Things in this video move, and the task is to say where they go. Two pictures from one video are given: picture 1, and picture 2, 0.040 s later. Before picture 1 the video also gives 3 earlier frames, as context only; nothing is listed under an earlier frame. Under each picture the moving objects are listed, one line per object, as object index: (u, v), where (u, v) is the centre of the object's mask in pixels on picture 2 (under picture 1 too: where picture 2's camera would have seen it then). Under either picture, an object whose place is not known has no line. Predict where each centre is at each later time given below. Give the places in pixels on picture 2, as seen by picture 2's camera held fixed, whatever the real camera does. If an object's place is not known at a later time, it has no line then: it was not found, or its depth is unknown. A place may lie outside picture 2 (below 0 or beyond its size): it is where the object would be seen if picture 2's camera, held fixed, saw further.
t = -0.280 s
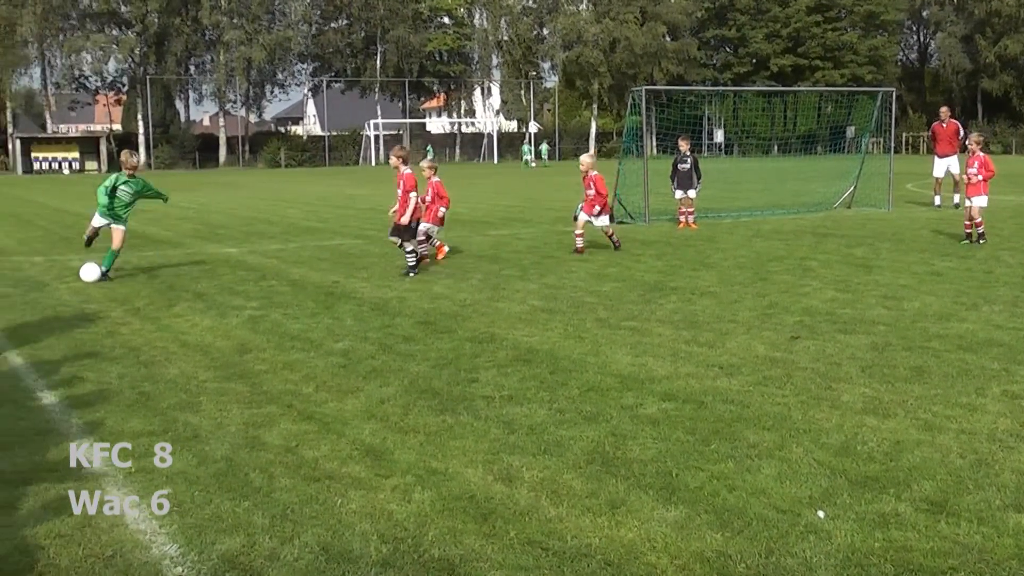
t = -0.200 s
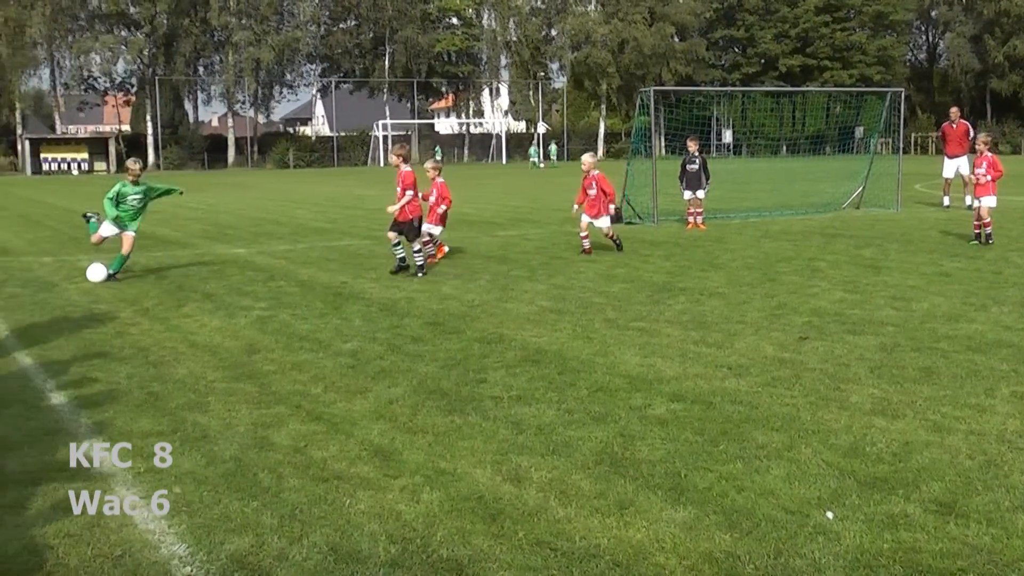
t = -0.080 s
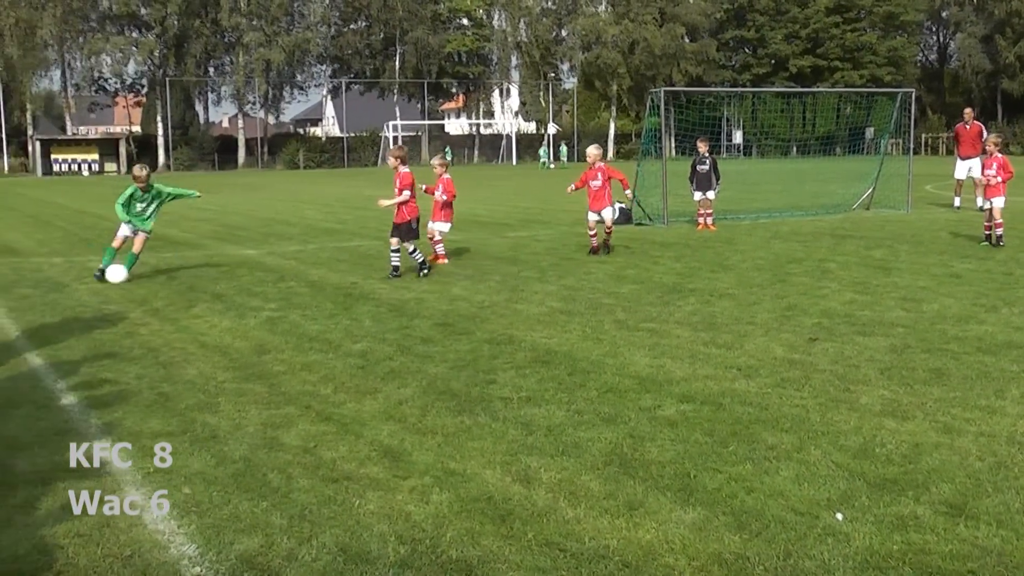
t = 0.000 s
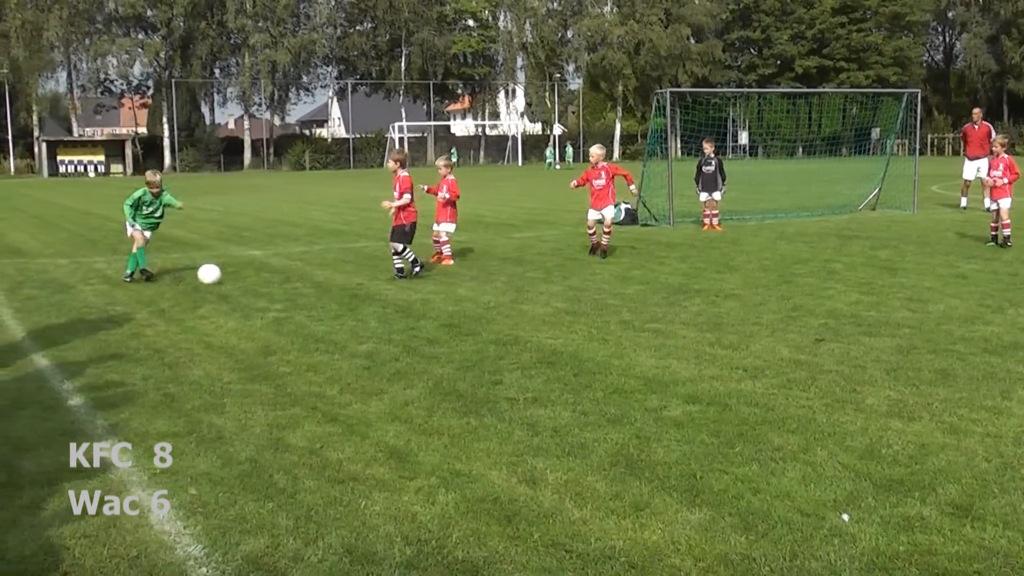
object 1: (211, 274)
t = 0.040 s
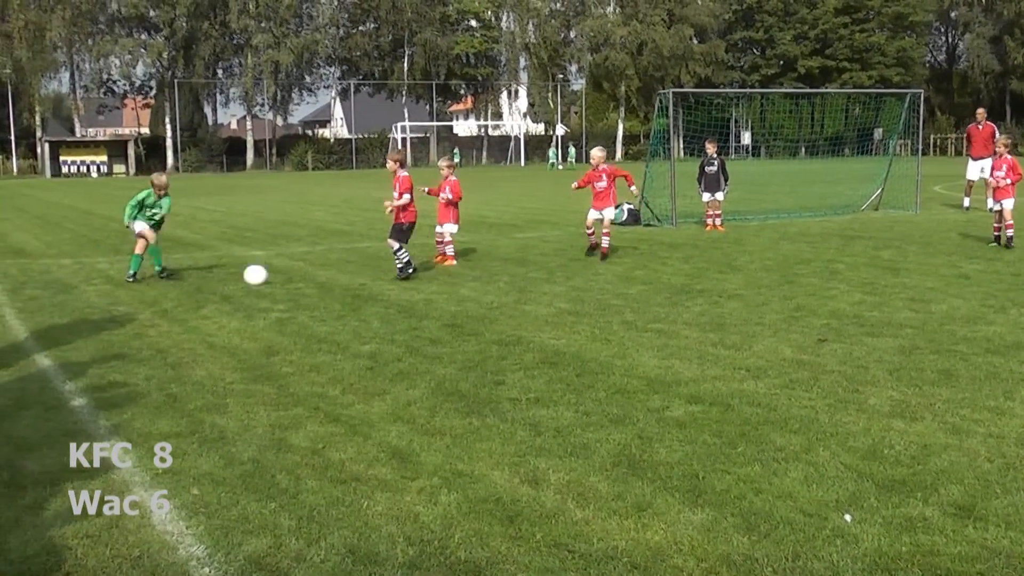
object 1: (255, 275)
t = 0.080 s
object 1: (299, 276)
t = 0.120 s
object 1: (340, 277)
